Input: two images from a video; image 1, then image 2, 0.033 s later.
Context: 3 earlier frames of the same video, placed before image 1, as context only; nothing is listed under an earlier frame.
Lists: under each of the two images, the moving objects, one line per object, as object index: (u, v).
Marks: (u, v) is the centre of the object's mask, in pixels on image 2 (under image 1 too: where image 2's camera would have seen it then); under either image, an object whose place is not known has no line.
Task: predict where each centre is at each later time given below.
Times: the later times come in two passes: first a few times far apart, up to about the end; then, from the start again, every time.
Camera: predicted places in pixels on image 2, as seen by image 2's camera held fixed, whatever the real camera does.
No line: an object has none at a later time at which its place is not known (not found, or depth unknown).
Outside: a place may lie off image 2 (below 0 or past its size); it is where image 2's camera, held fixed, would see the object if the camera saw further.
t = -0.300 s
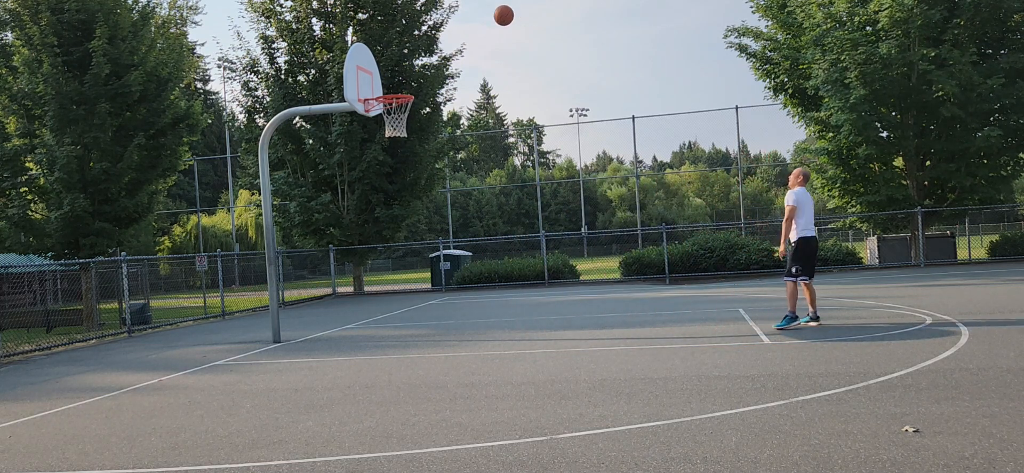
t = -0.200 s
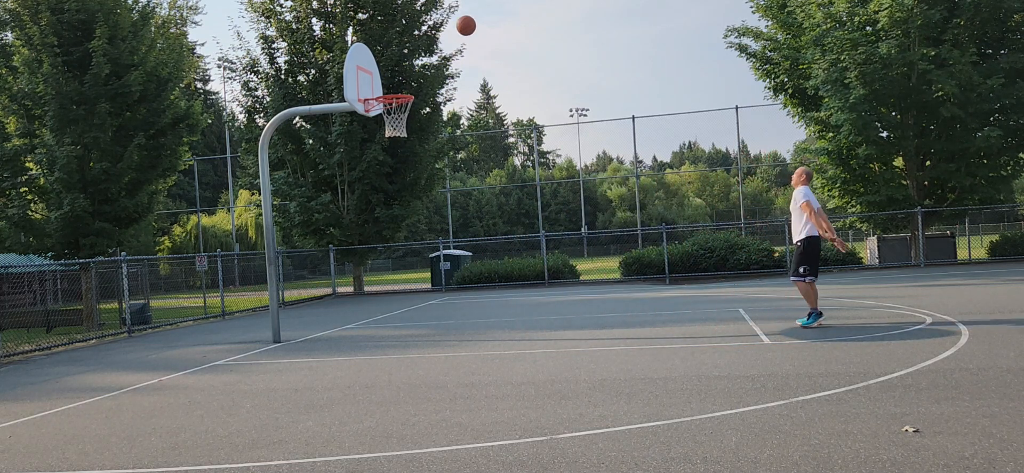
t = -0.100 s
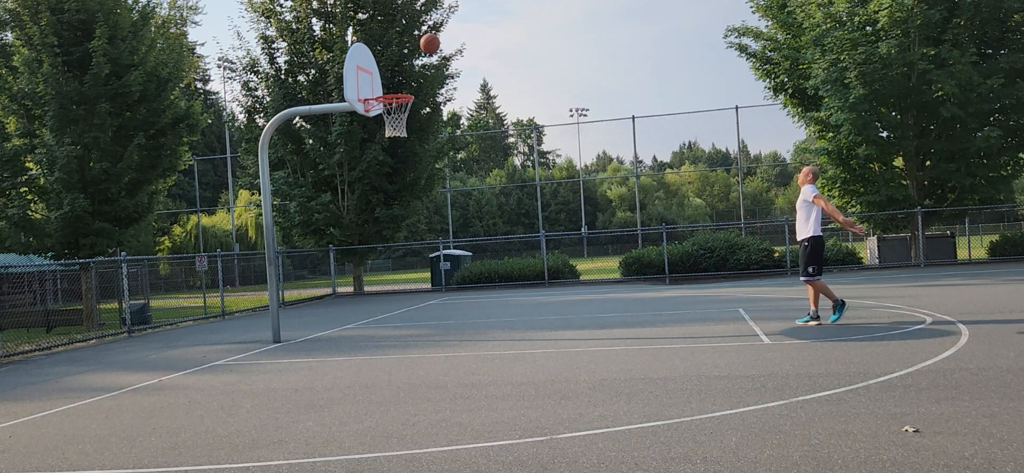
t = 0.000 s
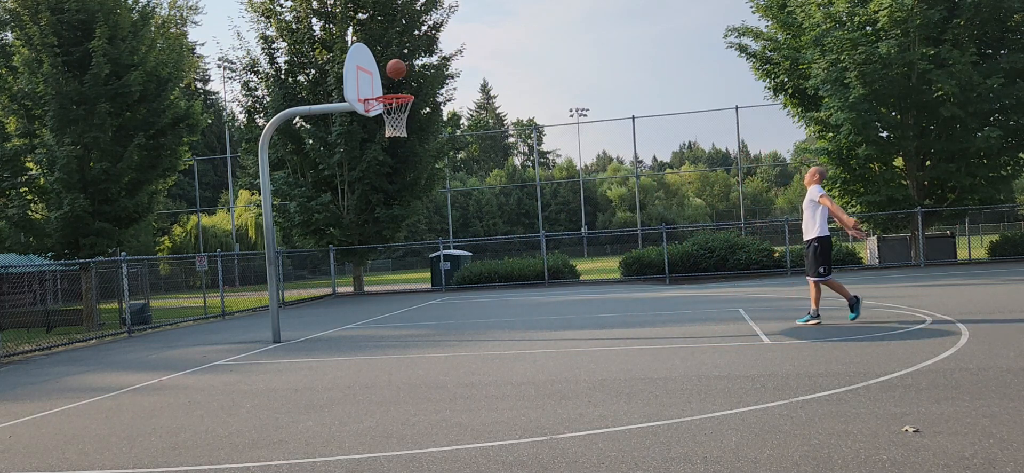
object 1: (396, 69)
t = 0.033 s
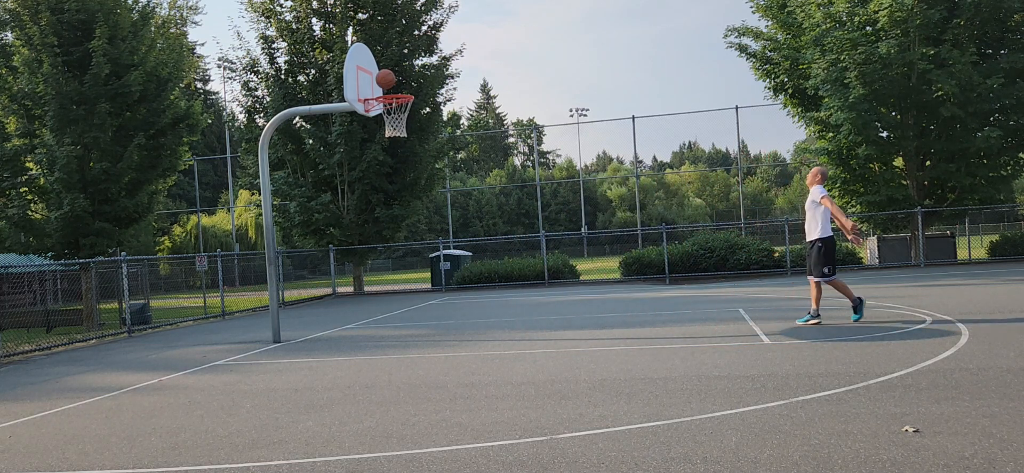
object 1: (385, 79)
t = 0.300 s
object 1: (402, 100)
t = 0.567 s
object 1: (458, 164)
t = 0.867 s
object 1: (528, 315)
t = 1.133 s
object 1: (555, 230)
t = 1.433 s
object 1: (586, 165)
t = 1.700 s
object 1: (619, 176)
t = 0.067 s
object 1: (375, 89)
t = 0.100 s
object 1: (365, 92)
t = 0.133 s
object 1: (370, 91)
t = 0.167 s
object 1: (377, 91)
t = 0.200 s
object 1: (383, 92)
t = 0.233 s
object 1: (389, 94)
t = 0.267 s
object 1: (395, 96)
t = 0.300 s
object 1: (402, 100)
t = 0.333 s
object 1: (408, 105)
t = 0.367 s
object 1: (415, 110)
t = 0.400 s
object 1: (422, 117)
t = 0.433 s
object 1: (429, 124)
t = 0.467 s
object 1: (436, 133)
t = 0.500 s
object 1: (443, 142)
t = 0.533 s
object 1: (450, 153)
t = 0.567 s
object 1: (458, 164)
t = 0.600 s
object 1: (465, 177)
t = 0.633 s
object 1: (472, 190)
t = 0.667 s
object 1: (480, 205)
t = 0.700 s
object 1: (488, 220)
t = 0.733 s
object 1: (496, 237)
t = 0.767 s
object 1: (504, 255)
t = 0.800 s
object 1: (512, 273)
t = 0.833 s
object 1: (520, 293)
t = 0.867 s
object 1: (528, 315)
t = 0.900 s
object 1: (536, 333)
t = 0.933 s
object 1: (538, 315)
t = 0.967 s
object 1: (541, 299)
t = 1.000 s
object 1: (544, 283)
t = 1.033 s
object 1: (546, 269)
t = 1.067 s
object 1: (549, 255)
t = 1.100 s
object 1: (552, 242)
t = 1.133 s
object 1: (555, 230)
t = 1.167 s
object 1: (558, 219)
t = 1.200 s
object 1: (561, 209)
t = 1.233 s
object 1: (564, 200)
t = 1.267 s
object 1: (568, 191)
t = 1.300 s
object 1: (571, 184)
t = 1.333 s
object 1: (575, 178)
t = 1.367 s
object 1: (578, 173)
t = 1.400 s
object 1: (582, 168)
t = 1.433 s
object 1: (586, 165)
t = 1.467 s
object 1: (590, 163)
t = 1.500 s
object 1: (594, 162)
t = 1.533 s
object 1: (597, 162)
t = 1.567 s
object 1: (602, 162)
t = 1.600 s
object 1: (606, 164)
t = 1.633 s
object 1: (610, 167)
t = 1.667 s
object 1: (614, 171)
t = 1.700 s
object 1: (619, 176)
